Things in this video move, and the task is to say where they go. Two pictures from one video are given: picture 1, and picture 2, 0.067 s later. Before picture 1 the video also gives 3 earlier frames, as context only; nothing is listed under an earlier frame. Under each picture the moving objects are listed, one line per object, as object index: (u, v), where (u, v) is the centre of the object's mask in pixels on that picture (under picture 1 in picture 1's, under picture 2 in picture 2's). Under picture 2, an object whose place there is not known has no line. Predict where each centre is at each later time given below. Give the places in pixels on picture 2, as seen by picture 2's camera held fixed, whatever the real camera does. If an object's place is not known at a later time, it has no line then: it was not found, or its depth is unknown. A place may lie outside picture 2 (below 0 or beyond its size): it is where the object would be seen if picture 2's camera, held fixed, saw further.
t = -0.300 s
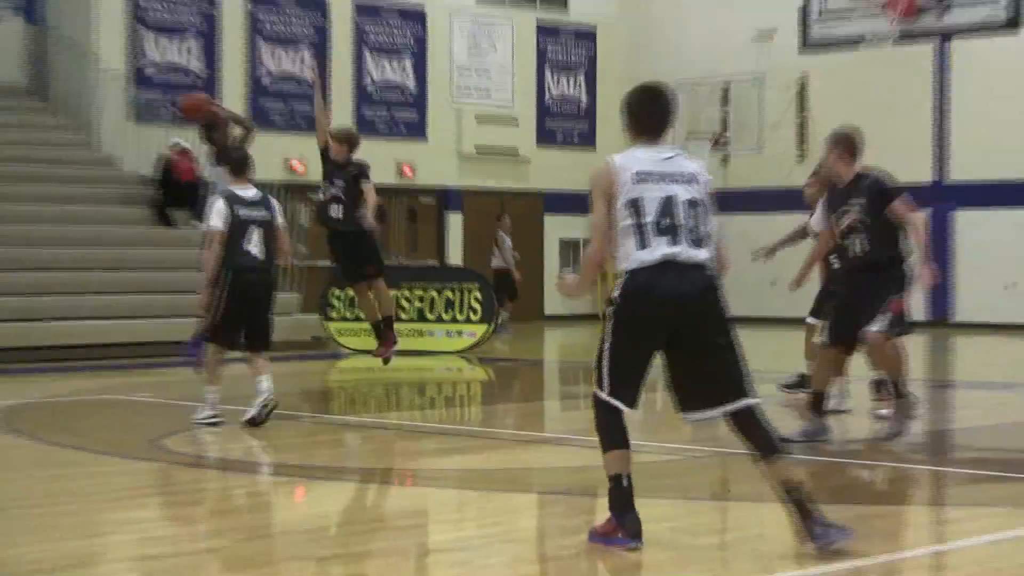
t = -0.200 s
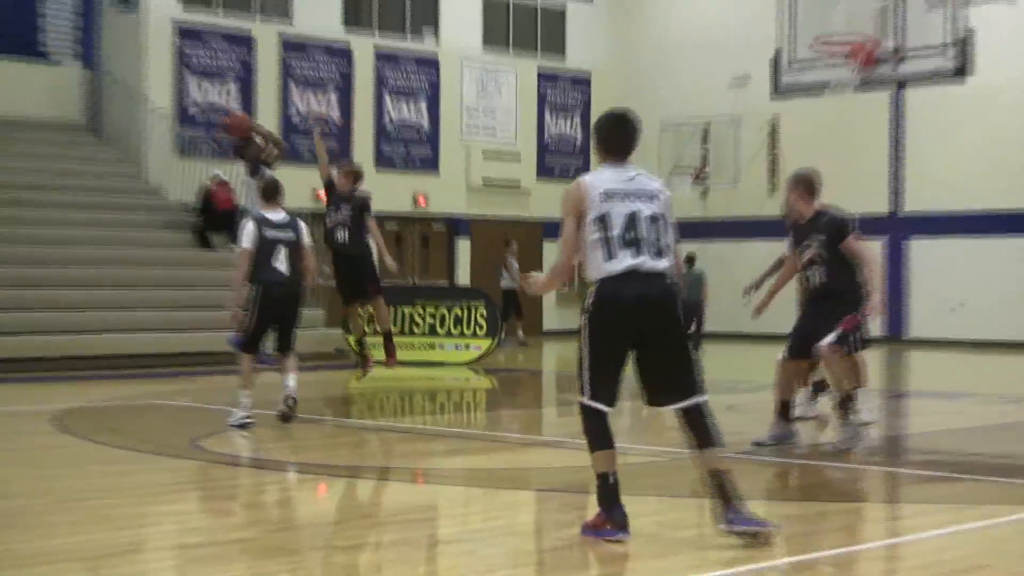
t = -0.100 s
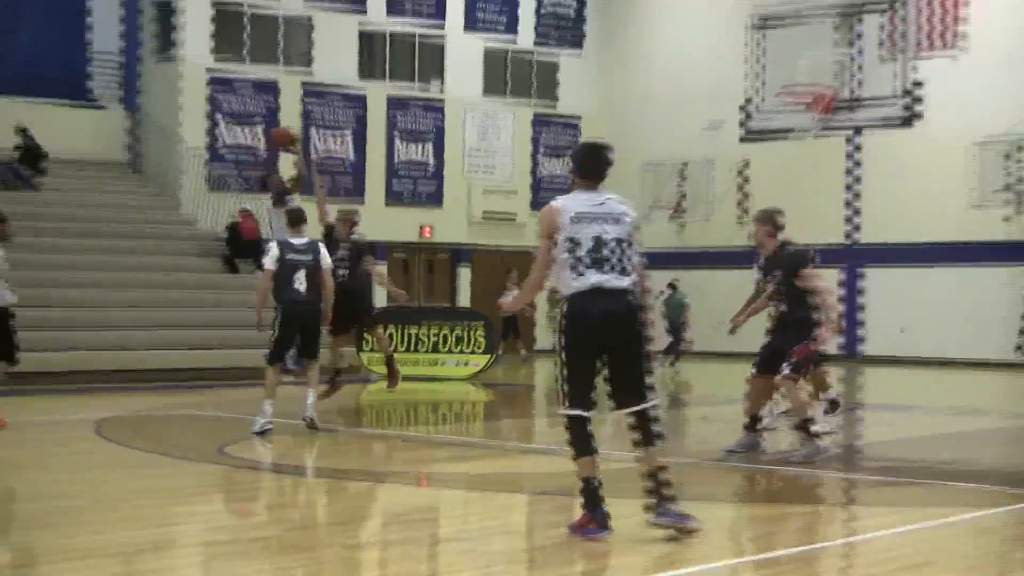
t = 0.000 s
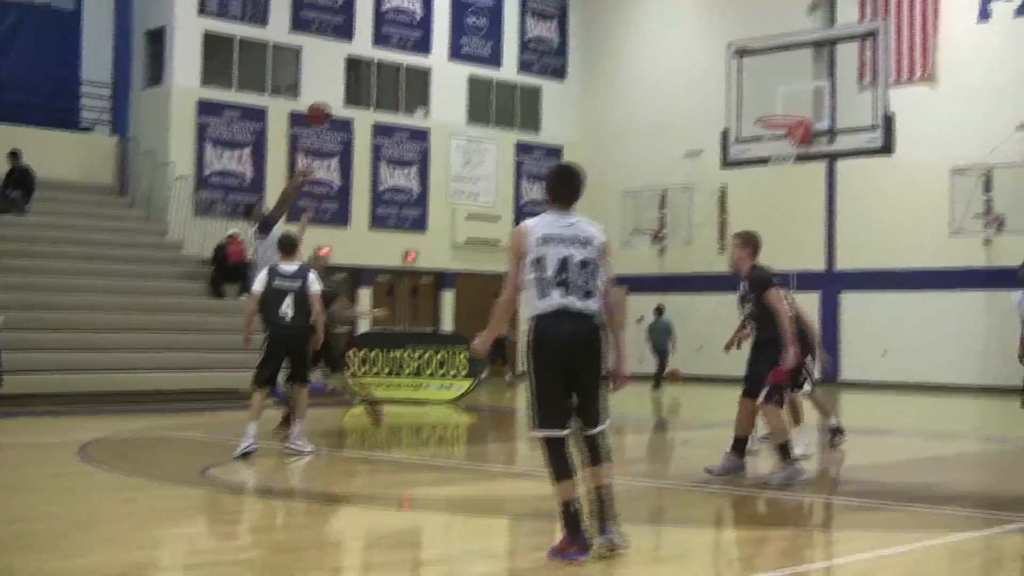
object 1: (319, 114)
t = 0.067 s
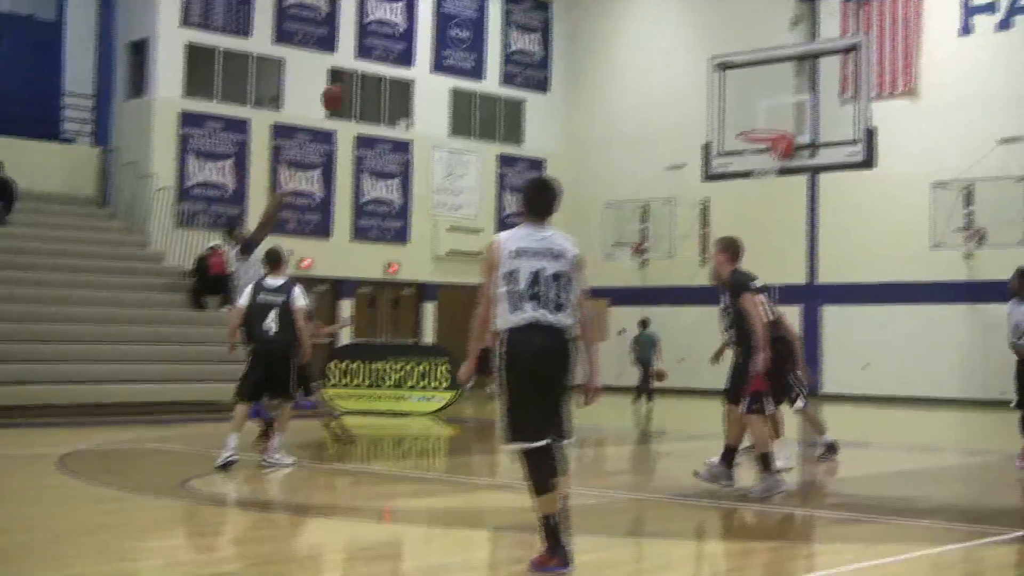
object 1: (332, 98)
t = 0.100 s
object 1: (349, 85)
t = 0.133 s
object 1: (364, 74)
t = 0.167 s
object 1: (380, 63)
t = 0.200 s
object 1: (395, 54)
